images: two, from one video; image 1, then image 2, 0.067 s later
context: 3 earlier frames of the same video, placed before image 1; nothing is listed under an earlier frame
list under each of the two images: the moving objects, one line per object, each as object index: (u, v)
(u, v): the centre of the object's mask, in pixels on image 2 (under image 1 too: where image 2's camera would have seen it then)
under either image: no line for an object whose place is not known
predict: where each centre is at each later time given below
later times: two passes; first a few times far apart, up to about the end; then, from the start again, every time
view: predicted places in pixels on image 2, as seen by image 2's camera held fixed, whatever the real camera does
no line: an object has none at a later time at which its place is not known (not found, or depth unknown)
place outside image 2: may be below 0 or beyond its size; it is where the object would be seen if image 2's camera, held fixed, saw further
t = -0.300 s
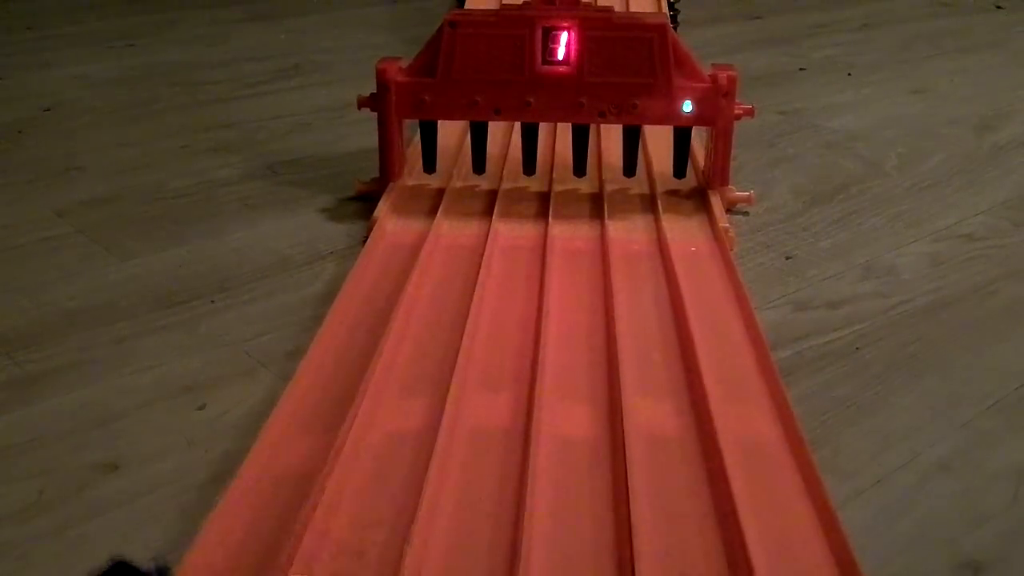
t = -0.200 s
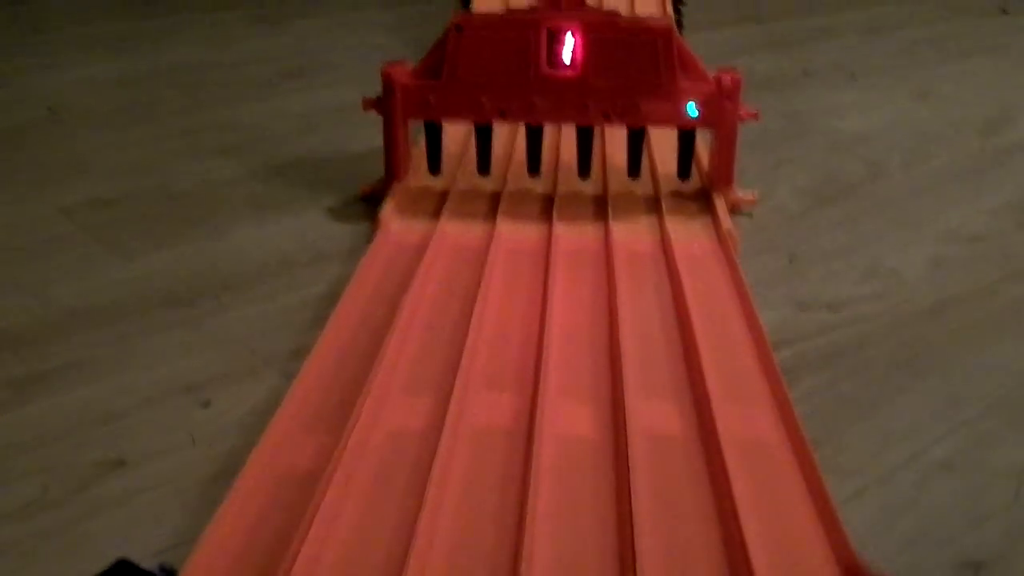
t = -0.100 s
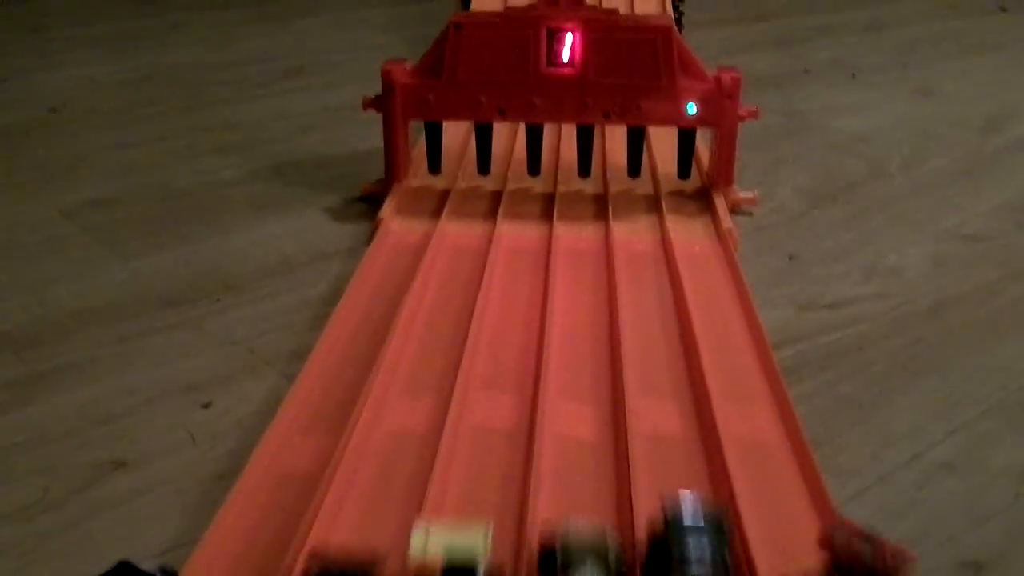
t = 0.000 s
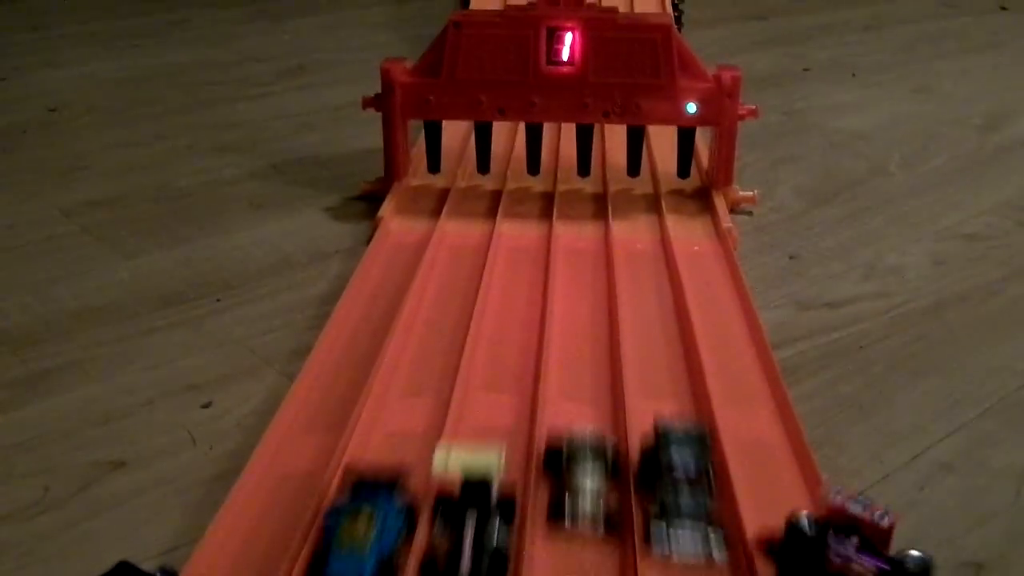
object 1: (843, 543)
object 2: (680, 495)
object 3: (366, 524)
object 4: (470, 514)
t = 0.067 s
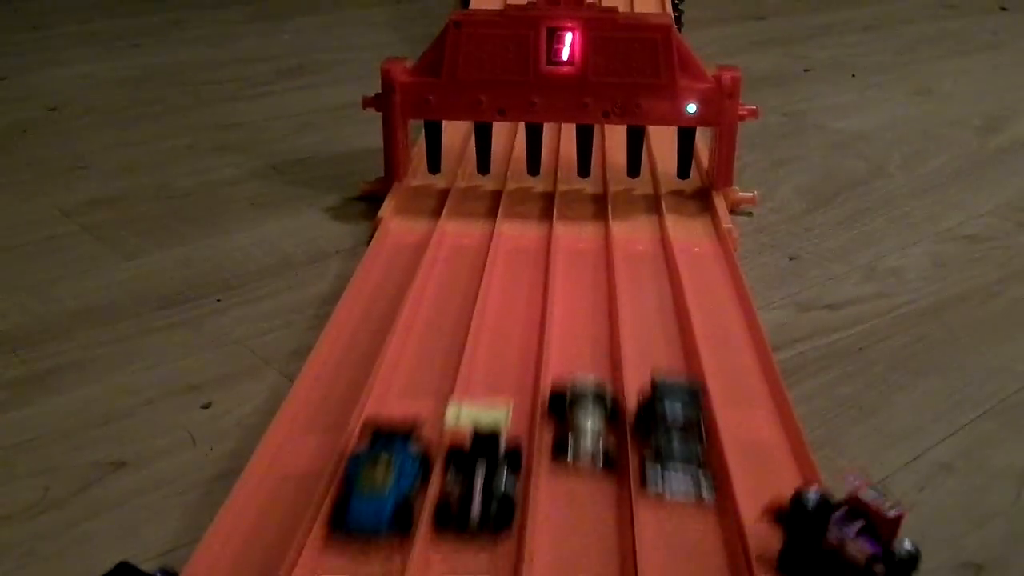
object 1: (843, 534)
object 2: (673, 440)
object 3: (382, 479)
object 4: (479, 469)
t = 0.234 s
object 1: (870, 517)
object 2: (659, 334)
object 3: (418, 368)
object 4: (498, 368)
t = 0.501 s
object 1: (869, 516)
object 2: (639, 230)
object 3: (455, 258)
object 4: (516, 265)
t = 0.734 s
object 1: (869, 517)
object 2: (633, 190)
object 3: (473, 207)
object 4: (524, 217)
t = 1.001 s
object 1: (868, 516)
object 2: (638, 220)
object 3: (479, 188)
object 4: (528, 190)
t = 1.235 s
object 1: (869, 517)
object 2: (642, 239)
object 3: (476, 198)
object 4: (527, 196)
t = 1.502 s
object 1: (869, 516)
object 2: (645, 248)
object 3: (475, 201)
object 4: (526, 202)
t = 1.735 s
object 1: (869, 517)
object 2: (645, 248)
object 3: (475, 201)
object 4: (526, 203)
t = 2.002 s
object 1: (869, 516)
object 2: (645, 248)
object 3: (475, 201)
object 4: (526, 203)
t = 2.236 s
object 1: (869, 516)
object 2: (645, 248)
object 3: (475, 201)
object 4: (526, 203)
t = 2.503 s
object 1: (869, 516)
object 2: (645, 248)
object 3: (475, 201)
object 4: (526, 203)
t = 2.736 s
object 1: (869, 517)
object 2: (645, 248)
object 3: (476, 200)
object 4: (526, 203)
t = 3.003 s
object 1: (869, 517)
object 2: (644, 247)
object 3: (475, 201)
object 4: (526, 203)
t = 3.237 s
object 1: (869, 517)
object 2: (645, 248)
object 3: (475, 201)
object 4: (526, 203)
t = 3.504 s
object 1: (868, 517)
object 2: (645, 248)
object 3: (476, 201)
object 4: (526, 203)
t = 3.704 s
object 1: (868, 517)
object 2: (644, 248)
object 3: (475, 200)
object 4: (526, 203)
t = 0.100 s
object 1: (848, 530)
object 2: (670, 415)
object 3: (390, 453)
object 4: (483, 447)
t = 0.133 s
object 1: (854, 528)
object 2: (668, 392)
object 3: (398, 430)
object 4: (487, 425)
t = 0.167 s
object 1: (861, 523)
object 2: (665, 371)
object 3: (405, 407)
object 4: (491, 404)
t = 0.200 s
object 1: (871, 519)
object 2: (662, 351)
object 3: (412, 388)
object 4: (495, 386)
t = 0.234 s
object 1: (870, 517)
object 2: (659, 334)
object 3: (418, 368)
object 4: (498, 368)
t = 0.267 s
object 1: (868, 517)
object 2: (657, 316)
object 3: (424, 351)
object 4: (501, 351)
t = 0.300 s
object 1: (867, 517)
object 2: (654, 301)
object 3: (429, 334)
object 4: (503, 336)
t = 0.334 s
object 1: (868, 517)
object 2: (652, 286)
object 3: (435, 318)
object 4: (506, 321)
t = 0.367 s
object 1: (869, 516)
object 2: (649, 273)
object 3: (439, 305)
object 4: (508, 308)
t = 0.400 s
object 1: (868, 516)
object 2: (646, 261)
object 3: (443, 292)
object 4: (511, 297)
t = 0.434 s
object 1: (869, 517)
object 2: (643, 250)
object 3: (447, 280)
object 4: (513, 285)
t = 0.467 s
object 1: (869, 516)
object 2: (641, 240)
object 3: (451, 269)
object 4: (514, 275)
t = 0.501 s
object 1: (869, 516)
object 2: (639, 230)
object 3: (455, 258)
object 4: (516, 265)
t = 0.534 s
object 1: (869, 517)
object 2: (637, 221)
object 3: (459, 249)
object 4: (517, 256)
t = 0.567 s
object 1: (869, 516)
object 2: (636, 213)
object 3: (462, 241)
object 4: (519, 248)
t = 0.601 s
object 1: (869, 517)
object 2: (635, 206)
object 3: (465, 233)
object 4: (520, 241)
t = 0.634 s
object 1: (869, 517)
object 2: (634, 199)
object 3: (468, 224)
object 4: (521, 234)
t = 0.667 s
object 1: (869, 516)
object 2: (633, 193)
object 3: (470, 218)
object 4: (522, 228)
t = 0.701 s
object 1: (869, 517)
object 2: (632, 188)
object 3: (472, 212)
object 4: (523, 222)
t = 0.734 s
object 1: (869, 517)
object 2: (633, 190)
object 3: (473, 207)
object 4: (524, 217)
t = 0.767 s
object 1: (869, 516)
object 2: (633, 193)
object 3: (475, 201)
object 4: (524, 213)
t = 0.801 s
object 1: (869, 517)
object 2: (634, 198)
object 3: (476, 197)
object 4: (525, 209)
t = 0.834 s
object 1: (869, 516)
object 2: (634, 201)
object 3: (478, 193)
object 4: (525, 205)
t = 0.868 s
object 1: (869, 516)
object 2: (635, 206)
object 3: (479, 189)
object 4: (526, 201)
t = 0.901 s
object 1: (869, 516)
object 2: (635, 210)
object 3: (480, 186)
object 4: (527, 198)
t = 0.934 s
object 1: (869, 516)
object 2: (636, 213)
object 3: (480, 184)
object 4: (527, 195)
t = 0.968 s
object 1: (869, 516)
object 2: (637, 217)
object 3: (480, 186)
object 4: (527, 192)
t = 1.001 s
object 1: (868, 516)
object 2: (638, 220)
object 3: (479, 188)
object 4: (528, 190)
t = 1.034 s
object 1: (869, 517)
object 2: (638, 223)
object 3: (478, 190)
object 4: (528, 188)
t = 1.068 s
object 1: (869, 516)
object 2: (639, 226)
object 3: (478, 192)
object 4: (528, 189)
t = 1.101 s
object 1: (869, 516)
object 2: (640, 229)
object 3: (477, 193)
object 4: (528, 190)
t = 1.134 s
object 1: (869, 516)
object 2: (640, 231)
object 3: (477, 195)
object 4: (528, 192)
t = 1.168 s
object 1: (869, 516)
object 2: (641, 233)
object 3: (477, 196)
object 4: (527, 193)
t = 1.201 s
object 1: (869, 517)
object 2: (641, 236)
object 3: (476, 197)
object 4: (527, 195)
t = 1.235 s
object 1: (869, 517)
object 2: (642, 239)
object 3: (476, 198)
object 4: (527, 196)
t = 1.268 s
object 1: (869, 517)
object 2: (643, 240)
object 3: (476, 199)
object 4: (527, 197)
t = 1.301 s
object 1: (869, 517)
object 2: (643, 242)
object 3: (475, 200)
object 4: (527, 198)
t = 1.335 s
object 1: (869, 517)
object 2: (643, 244)
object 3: (475, 201)
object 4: (527, 199)
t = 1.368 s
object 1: (869, 516)
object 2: (644, 245)
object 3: (475, 201)
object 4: (527, 200)
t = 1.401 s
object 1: (869, 516)
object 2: (644, 246)
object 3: (475, 201)
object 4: (527, 201)
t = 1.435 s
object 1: (869, 516)
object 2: (644, 247)
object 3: (475, 201)
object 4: (527, 201)
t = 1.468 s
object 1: (869, 516)
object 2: (644, 248)
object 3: (475, 201)
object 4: (526, 202)
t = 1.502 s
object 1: (869, 516)
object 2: (645, 248)
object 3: (475, 201)
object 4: (526, 202)
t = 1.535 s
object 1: (869, 517)
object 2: (645, 248)
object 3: (475, 201)
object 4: (526, 203)
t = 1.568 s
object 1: (869, 517)
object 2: (645, 248)
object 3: (475, 201)
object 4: (526, 203)
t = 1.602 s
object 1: (869, 516)
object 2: (645, 248)
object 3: (475, 201)
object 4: (526, 203)
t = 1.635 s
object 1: (869, 516)
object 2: (645, 248)
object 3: (475, 201)
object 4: (526, 203)
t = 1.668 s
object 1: (869, 517)
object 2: (645, 248)
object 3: (475, 201)
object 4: (526, 203)
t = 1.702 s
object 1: (869, 517)
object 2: (645, 248)
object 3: (475, 201)
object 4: (526, 203)
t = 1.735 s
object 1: (869, 517)
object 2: (645, 248)
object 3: (475, 201)
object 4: (526, 203)
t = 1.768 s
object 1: (869, 516)
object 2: (645, 248)
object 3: (475, 201)
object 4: (526, 203)
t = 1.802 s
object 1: (869, 516)
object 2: (645, 248)
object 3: (475, 201)
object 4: (526, 203)
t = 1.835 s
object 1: (869, 516)
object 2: (645, 248)
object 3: (475, 201)
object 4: (526, 203)
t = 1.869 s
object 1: (869, 516)
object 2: (645, 248)
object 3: (475, 201)
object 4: (526, 203)
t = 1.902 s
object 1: (869, 517)
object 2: (645, 248)
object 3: (475, 201)
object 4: (526, 203)
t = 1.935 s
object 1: (869, 516)
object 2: (645, 248)
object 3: (475, 201)
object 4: (526, 203)
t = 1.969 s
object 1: (869, 516)
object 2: (645, 248)
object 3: (475, 201)
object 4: (526, 203)
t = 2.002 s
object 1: (869, 516)
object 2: (645, 248)
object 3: (475, 201)
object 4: (526, 203)
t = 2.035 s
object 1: (869, 517)
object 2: (645, 248)
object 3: (475, 201)
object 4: (526, 203)
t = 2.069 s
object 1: (869, 516)
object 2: (645, 248)
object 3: (475, 201)
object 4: (526, 203)
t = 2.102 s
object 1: (869, 516)
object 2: (645, 248)
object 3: (475, 201)
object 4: (526, 203)
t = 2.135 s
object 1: (869, 516)
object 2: (645, 248)
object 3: (475, 201)
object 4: (526, 203)
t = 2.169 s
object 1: (869, 517)
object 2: (645, 248)
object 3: (475, 201)
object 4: (526, 203)
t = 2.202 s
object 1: (869, 516)
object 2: (645, 248)
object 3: (475, 201)
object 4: (526, 203)
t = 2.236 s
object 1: (869, 516)
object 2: (645, 248)
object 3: (475, 201)
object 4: (526, 203)
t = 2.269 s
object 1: (869, 516)
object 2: (645, 248)
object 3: (475, 201)
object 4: (526, 203)
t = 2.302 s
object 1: (869, 517)
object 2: (645, 248)
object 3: (475, 201)
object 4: (526, 203)
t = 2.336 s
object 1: (869, 517)
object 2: (645, 248)
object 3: (475, 201)
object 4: (526, 203)
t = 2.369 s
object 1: (869, 517)
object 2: (645, 248)
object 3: (475, 201)
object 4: (526, 203)
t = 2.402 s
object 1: (869, 516)
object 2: (645, 248)
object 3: (475, 201)
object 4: (526, 203)
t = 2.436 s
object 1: (869, 516)
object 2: (645, 248)
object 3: (475, 201)
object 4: (526, 203)
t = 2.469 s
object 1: (869, 516)
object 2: (645, 248)
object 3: (475, 201)
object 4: (526, 203)
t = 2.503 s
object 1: (869, 516)
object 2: (645, 248)
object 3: (475, 201)
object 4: (526, 203)
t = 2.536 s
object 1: (869, 516)
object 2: (645, 248)
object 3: (475, 201)
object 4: (526, 203)
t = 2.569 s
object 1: (869, 516)
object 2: (645, 248)
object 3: (476, 201)
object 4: (526, 203)
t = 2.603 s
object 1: (869, 517)
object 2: (645, 248)
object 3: (476, 201)
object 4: (526, 203)
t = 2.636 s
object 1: (869, 517)
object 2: (645, 248)
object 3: (476, 201)
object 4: (526, 203)
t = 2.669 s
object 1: (869, 516)
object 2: (644, 247)
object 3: (475, 200)
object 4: (526, 203)
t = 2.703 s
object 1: (869, 517)
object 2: (645, 247)
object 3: (476, 200)
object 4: (526, 203)
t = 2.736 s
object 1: (869, 517)
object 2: (645, 248)
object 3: (476, 200)
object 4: (526, 203)
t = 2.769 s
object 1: (869, 517)
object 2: (645, 248)
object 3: (475, 201)
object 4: (526, 203)
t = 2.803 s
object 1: (869, 517)
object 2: (645, 248)
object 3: (475, 201)
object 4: (526, 203)
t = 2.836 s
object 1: (869, 517)
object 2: (645, 248)
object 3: (475, 201)
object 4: (526, 203)
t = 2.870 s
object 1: (869, 517)
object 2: (645, 248)
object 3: (475, 201)
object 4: (526, 203)
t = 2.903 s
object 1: (869, 517)
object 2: (645, 248)
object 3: (475, 201)
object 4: (526, 203)
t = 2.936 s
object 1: (869, 517)
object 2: (644, 247)
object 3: (475, 201)
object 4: (526, 203)
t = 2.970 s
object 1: (869, 517)
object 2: (644, 247)
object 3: (475, 201)
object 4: (526, 203)
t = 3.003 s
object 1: (869, 517)
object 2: (644, 247)
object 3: (475, 201)
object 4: (526, 203)
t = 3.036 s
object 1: (869, 517)
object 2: (645, 248)
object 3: (475, 201)
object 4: (526, 203)
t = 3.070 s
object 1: (869, 517)
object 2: (645, 248)
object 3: (475, 201)
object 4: (526, 203)
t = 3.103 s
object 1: (869, 517)
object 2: (645, 248)
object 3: (475, 201)
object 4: (526, 203)
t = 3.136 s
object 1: (869, 517)
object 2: (645, 248)
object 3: (475, 201)
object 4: (526, 203)
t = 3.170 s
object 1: (869, 517)
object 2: (645, 248)
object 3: (475, 201)
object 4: (526, 203)
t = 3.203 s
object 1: (868, 517)
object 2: (645, 248)
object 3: (476, 201)
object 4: (526, 203)
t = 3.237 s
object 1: (869, 517)
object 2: (645, 248)
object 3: (475, 201)
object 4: (526, 203)
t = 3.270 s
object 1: (869, 517)
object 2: (645, 248)
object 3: (475, 201)
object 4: (526, 203)
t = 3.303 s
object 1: (869, 517)
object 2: (645, 248)
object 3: (475, 201)
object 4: (526, 203)
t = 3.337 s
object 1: (868, 517)
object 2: (645, 247)
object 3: (475, 201)
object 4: (526, 203)
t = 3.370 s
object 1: (868, 517)
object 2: (645, 248)
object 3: (475, 201)
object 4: (526, 203)
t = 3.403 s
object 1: (868, 517)
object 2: (644, 248)
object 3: (475, 201)
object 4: (526, 203)
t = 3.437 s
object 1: (869, 517)
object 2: (645, 248)
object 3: (475, 201)
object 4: (526, 203)
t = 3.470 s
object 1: (868, 517)
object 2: (645, 248)
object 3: (476, 200)
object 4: (526, 203)
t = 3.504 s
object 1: (868, 517)
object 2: (645, 248)
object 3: (476, 201)
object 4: (526, 203)
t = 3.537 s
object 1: (868, 517)
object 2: (645, 248)
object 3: (476, 200)
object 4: (526, 203)
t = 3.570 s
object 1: (868, 517)
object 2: (645, 248)
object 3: (476, 200)
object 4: (526, 203)
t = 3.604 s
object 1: (868, 517)
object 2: (645, 248)
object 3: (476, 200)
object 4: (526, 203)
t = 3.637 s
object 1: (868, 517)
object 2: (645, 248)
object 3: (475, 200)
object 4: (526, 203)
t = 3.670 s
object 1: (868, 517)
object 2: (644, 248)
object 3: (475, 200)
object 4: (526, 203)
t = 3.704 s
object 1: (868, 517)
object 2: (644, 248)
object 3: (475, 200)
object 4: (526, 203)
